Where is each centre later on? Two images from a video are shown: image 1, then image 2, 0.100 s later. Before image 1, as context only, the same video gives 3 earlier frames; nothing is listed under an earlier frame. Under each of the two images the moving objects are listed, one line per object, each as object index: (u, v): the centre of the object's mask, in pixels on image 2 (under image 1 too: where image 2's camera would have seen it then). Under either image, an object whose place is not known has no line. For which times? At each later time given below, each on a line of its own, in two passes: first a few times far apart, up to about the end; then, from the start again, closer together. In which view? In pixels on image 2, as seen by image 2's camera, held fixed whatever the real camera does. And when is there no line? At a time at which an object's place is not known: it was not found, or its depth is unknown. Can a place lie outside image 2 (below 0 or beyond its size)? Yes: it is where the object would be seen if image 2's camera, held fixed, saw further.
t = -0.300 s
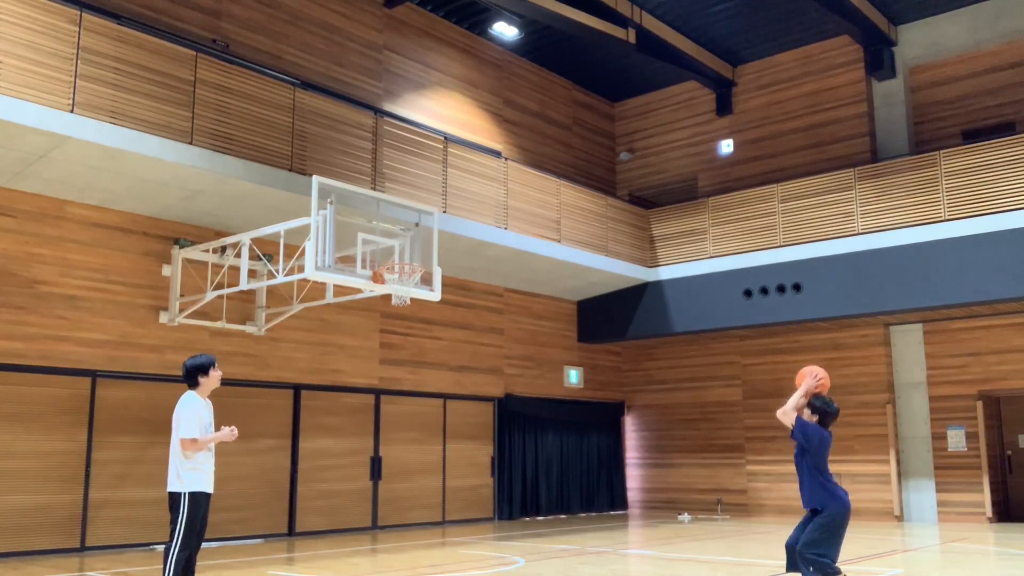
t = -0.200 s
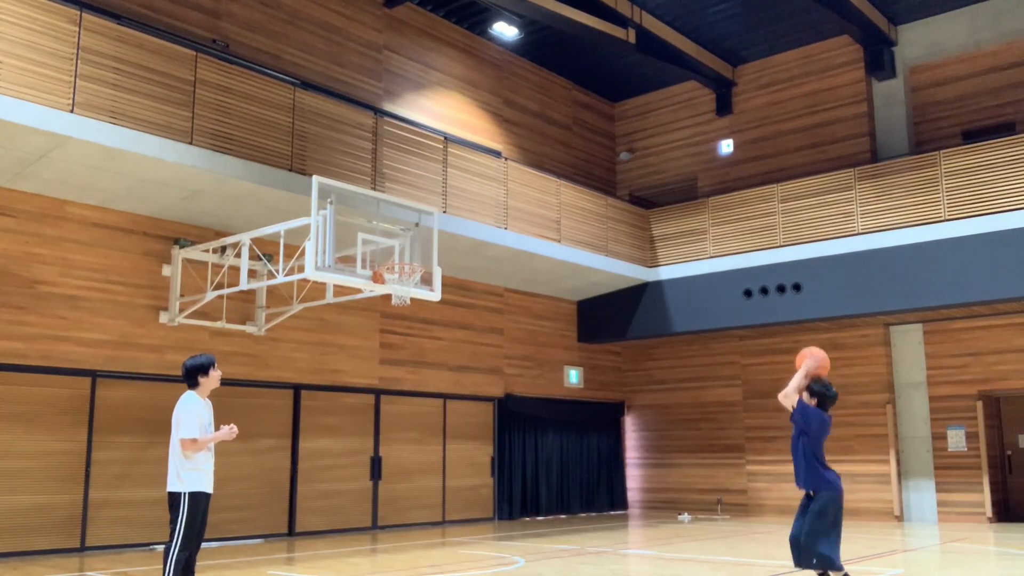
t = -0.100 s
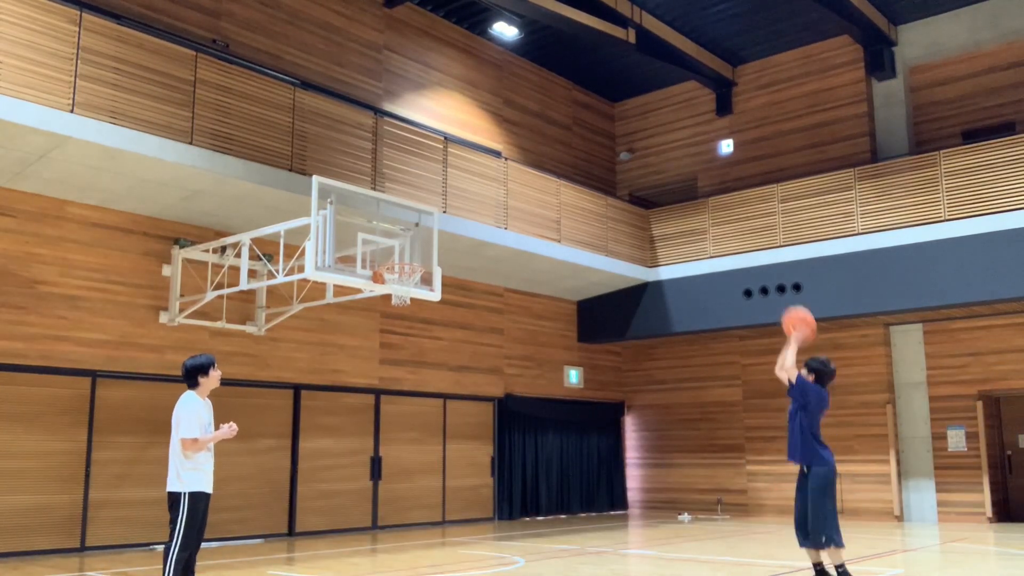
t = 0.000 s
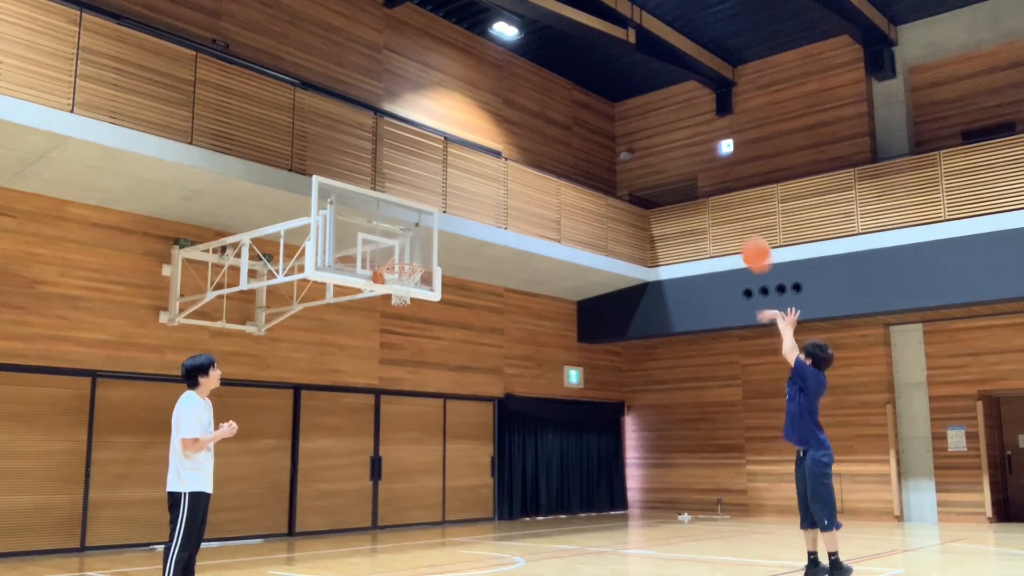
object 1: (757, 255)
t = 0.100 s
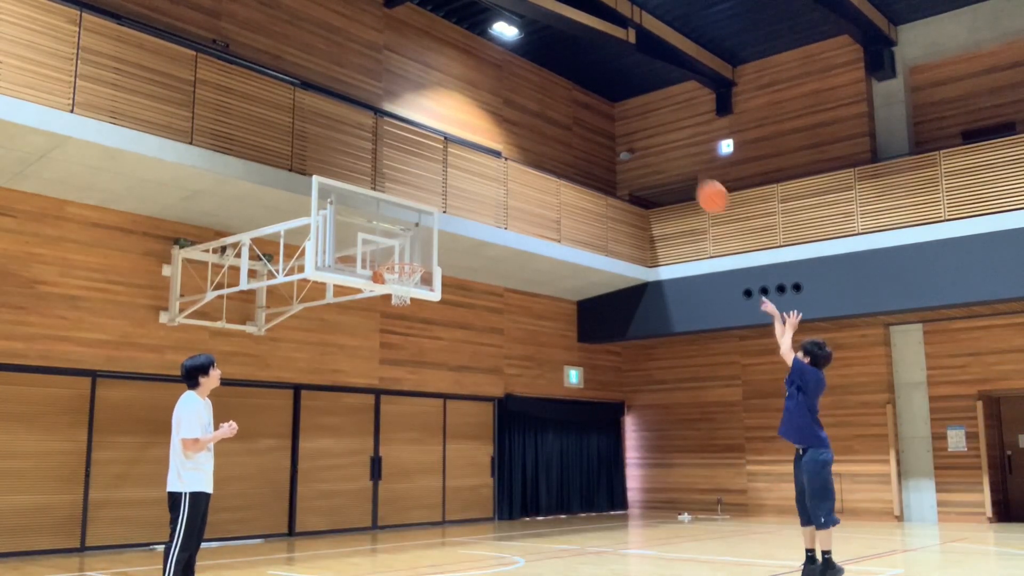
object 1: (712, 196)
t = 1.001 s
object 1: (442, 213)
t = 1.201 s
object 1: (418, 239)
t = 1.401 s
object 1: (415, 228)
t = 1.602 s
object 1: (412, 251)
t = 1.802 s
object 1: (392, 253)
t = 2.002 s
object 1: (368, 250)
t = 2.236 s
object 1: (341, 273)
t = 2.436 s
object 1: (340, 300)
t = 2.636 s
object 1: (337, 369)
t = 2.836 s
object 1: (332, 483)
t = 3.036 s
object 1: (331, 506)
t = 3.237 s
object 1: (336, 412)
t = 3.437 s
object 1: (340, 361)
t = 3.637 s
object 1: (343, 354)
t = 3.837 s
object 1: (345, 395)
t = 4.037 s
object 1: (345, 489)
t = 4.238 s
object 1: (347, 546)
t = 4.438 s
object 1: (354, 456)
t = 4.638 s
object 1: (360, 418)
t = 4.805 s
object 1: (365, 429)
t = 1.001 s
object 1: (442, 213)
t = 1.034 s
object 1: (434, 228)
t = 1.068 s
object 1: (426, 243)
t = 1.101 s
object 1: (420, 256)
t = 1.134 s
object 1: (419, 250)
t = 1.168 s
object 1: (419, 244)
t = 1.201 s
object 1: (418, 239)
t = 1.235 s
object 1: (417, 234)
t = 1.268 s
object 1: (418, 231)
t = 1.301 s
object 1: (417, 229)
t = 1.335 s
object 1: (417, 227)
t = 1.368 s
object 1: (416, 227)
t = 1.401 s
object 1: (415, 228)
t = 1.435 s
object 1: (415, 229)
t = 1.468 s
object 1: (414, 232)
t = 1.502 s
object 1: (414, 235)
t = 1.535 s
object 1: (413, 239)
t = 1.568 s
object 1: (413, 245)
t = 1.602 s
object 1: (412, 251)
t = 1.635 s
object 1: (411, 256)
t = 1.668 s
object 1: (409, 258)
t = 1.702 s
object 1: (405, 256)
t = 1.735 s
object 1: (401, 255)
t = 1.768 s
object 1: (396, 253)
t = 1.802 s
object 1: (392, 253)
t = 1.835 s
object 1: (387, 253)
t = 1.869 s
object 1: (383, 255)
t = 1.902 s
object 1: (379, 254)
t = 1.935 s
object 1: (376, 252)
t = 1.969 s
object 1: (372, 250)
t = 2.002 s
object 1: (368, 250)
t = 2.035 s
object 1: (365, 250)
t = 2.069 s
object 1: (361, 251)
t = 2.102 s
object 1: (357, 254)
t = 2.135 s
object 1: (353, 257)
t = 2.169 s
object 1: (348, 262)
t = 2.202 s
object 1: (345, 266)
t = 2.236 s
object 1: (341, 273)
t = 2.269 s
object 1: (341, 275)
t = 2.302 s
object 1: (341, 278)
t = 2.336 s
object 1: (340, 284)
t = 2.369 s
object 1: (340, 288)
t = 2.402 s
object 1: (340, 294)
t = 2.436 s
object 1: (340, 300)
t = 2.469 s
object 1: (340, 309)
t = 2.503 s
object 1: (339, 318)
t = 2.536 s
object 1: (338, 329)
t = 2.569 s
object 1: (338, 341)
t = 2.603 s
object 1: (337, 354)
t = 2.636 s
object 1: (337, 369)
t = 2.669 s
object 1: (336, 384)
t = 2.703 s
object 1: (336, 401)
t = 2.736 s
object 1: (335, 419)
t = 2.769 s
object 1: (334, 439)
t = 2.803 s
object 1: (333, 460)
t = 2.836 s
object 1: (332, 483)
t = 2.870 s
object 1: (331, 508)
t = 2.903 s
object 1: (330, 532)
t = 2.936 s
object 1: (329, 560)
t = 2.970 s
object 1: (329, 546)
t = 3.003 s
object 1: (330, 526)
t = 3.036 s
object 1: (331, 506)
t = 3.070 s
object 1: (332, 487)
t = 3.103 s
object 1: (333, 471)
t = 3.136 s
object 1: (334, 453)
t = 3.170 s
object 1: (335, 438)
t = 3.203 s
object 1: (336, 424)
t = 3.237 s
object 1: (336, 412)
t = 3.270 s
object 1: (337, 400)
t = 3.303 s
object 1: (338, 390)
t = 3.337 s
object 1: (338, 381)
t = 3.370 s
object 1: (339, 373)
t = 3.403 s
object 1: (340, 366)
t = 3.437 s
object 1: (340, 361)
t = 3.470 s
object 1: (341, 357)
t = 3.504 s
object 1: (341, 354)
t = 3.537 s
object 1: (342, 352)
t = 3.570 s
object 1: (342, 352)
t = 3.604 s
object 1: (343, 352)
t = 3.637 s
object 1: (343, 354)
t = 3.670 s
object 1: (343, 358)
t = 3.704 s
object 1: (344, 362)
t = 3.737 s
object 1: (344, 368)
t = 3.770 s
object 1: (344, 376)
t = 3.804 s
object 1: (345, 385)
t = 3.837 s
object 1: (345, 395)
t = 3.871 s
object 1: (345, 406)
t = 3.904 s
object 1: (345, 420)
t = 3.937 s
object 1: (345, 435)
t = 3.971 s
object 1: (345, 451)
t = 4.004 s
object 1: (345, 469)
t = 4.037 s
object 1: (345, 489)
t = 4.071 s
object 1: (345, 510)
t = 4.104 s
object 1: (344, 533)
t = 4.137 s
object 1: (344, 558)
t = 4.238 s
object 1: (347, 546)
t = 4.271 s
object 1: (348, 528)
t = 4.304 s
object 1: (349, 511)
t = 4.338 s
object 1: (351, 495)
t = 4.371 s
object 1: (352, 480)
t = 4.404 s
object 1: (353, 468)
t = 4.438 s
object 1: (354, 456)
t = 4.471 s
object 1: (356, 446)
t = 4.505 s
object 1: (357, 437)
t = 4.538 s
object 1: (358, 430)
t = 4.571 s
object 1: (359, 425)
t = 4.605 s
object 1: (360, 420)
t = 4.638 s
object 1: (360, 418)
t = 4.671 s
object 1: (361, 417)
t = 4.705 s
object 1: (362, 417)
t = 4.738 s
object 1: (363, 419)
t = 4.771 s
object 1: (364, 423)
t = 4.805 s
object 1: (365, 429)
